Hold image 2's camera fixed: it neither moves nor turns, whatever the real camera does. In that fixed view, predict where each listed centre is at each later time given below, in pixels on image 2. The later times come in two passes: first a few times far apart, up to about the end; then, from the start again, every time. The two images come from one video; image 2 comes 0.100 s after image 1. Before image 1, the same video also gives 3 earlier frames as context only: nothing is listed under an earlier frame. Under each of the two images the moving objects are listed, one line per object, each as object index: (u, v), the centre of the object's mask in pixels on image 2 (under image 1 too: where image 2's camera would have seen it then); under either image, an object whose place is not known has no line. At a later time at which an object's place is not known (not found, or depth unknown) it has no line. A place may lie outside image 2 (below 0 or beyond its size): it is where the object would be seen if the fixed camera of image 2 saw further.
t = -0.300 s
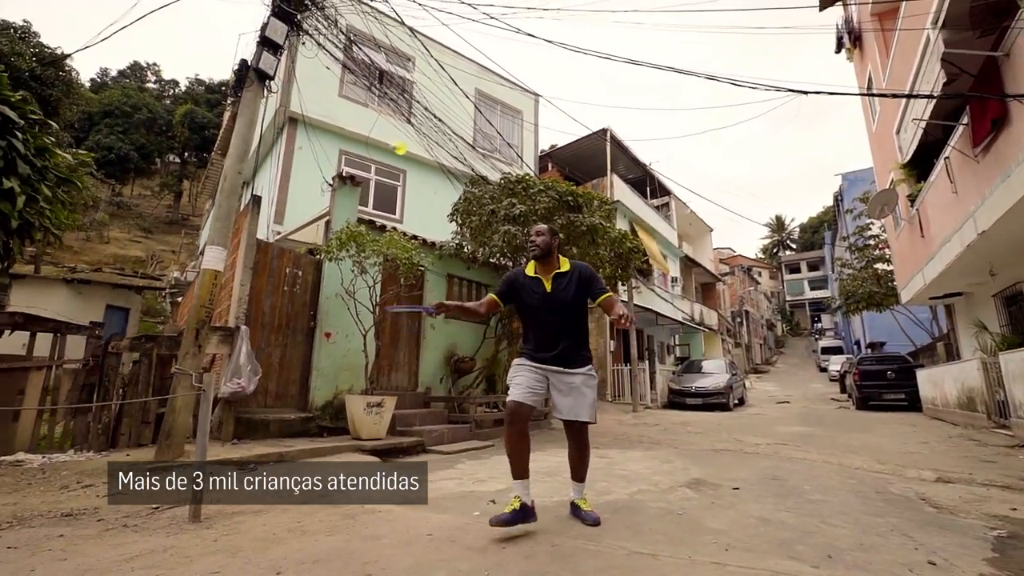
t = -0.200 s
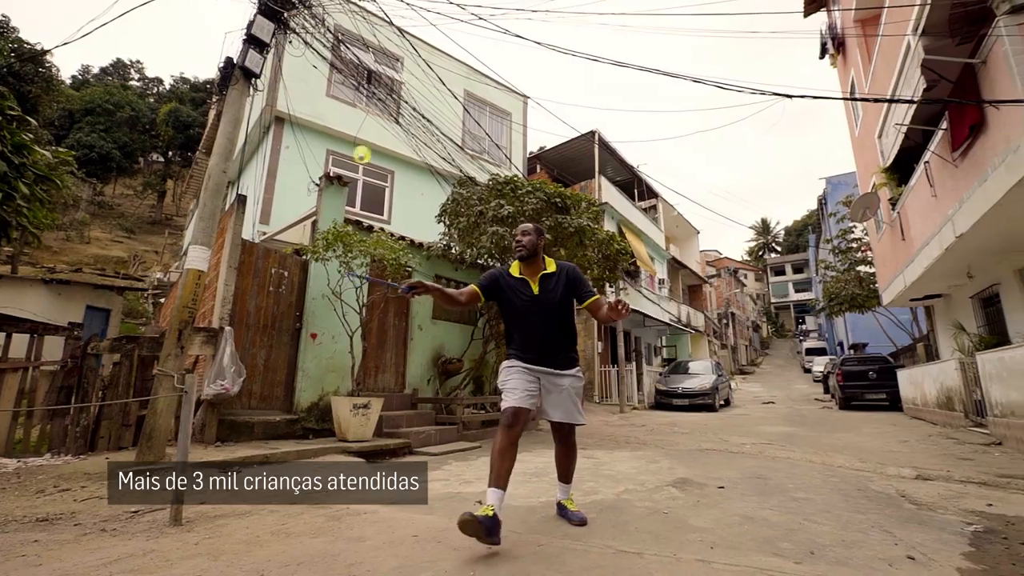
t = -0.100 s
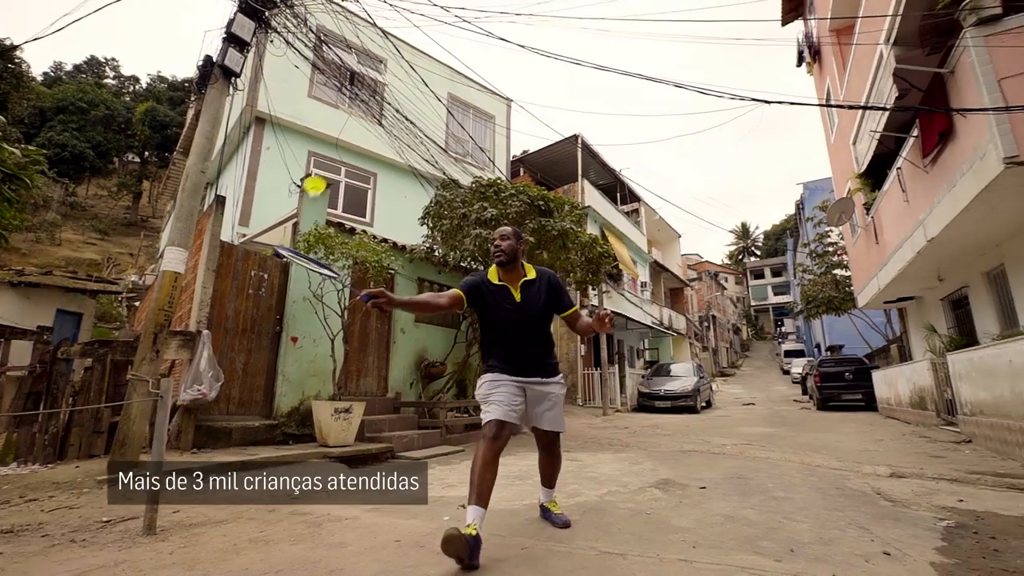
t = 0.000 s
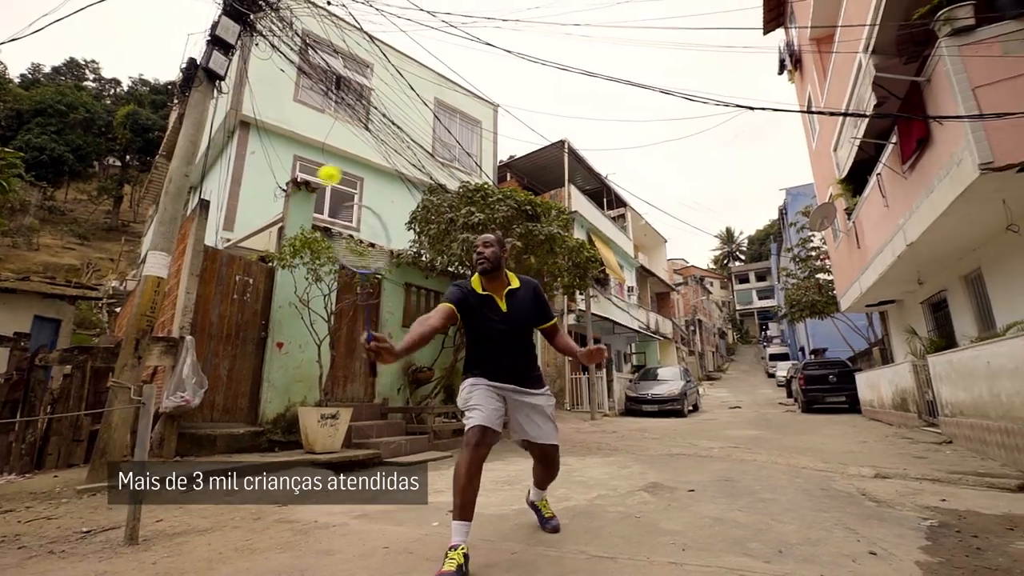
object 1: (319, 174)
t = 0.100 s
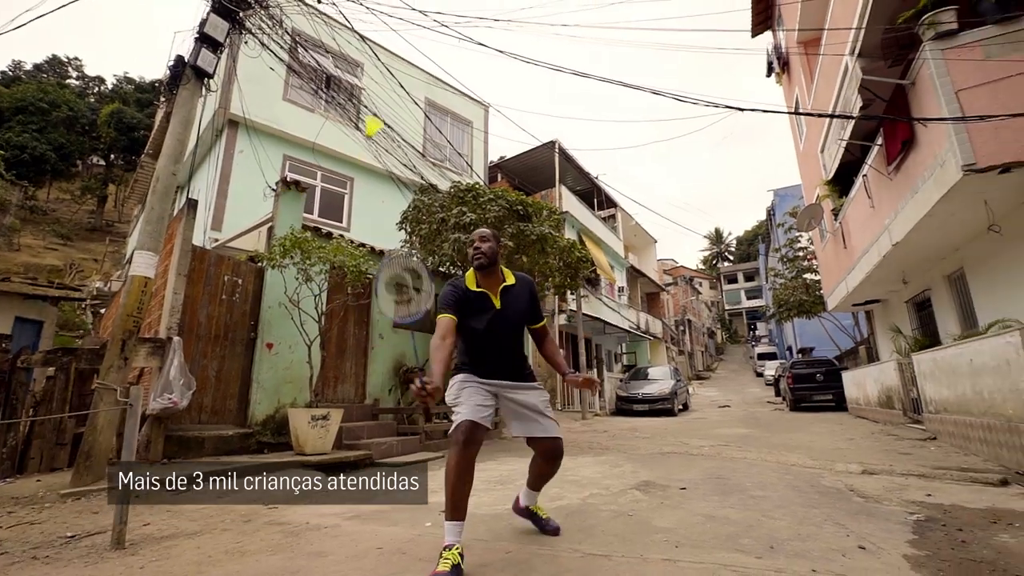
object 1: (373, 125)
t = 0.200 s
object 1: (402, 118)
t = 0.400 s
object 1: (461, 149)
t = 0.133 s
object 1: (382, 118)
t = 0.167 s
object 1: (392, 115)
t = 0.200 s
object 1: (402, 118)
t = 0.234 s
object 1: (414, 121)
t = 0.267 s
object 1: (426, 125)
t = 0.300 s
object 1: (436, 129)
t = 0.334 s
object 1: (445, 134)
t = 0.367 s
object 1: (454, 141)
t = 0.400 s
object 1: (461, 149)
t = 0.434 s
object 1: (467, 158)
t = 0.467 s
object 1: (474, 171)
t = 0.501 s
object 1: (479, 187)
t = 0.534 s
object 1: (484, 205)
